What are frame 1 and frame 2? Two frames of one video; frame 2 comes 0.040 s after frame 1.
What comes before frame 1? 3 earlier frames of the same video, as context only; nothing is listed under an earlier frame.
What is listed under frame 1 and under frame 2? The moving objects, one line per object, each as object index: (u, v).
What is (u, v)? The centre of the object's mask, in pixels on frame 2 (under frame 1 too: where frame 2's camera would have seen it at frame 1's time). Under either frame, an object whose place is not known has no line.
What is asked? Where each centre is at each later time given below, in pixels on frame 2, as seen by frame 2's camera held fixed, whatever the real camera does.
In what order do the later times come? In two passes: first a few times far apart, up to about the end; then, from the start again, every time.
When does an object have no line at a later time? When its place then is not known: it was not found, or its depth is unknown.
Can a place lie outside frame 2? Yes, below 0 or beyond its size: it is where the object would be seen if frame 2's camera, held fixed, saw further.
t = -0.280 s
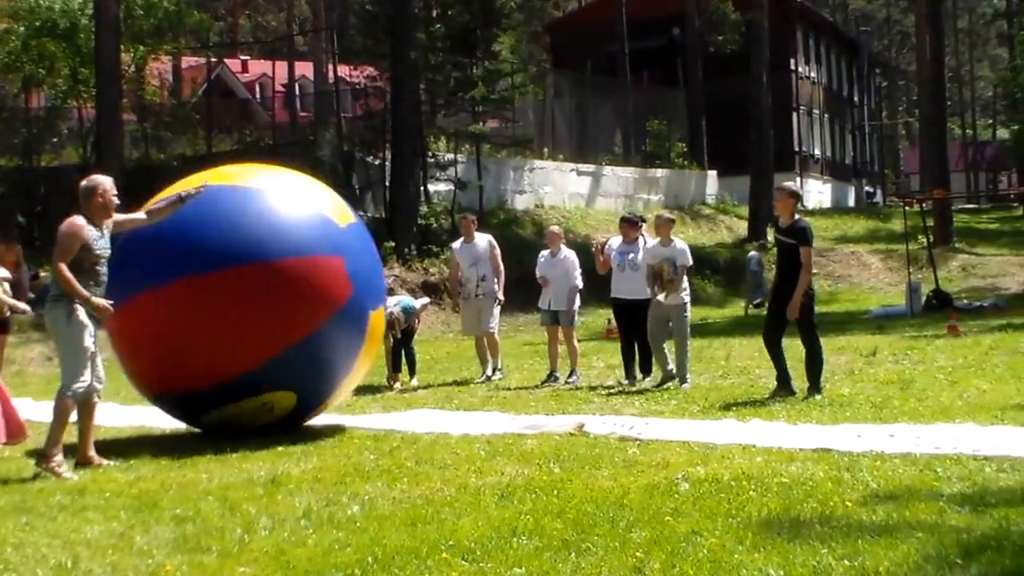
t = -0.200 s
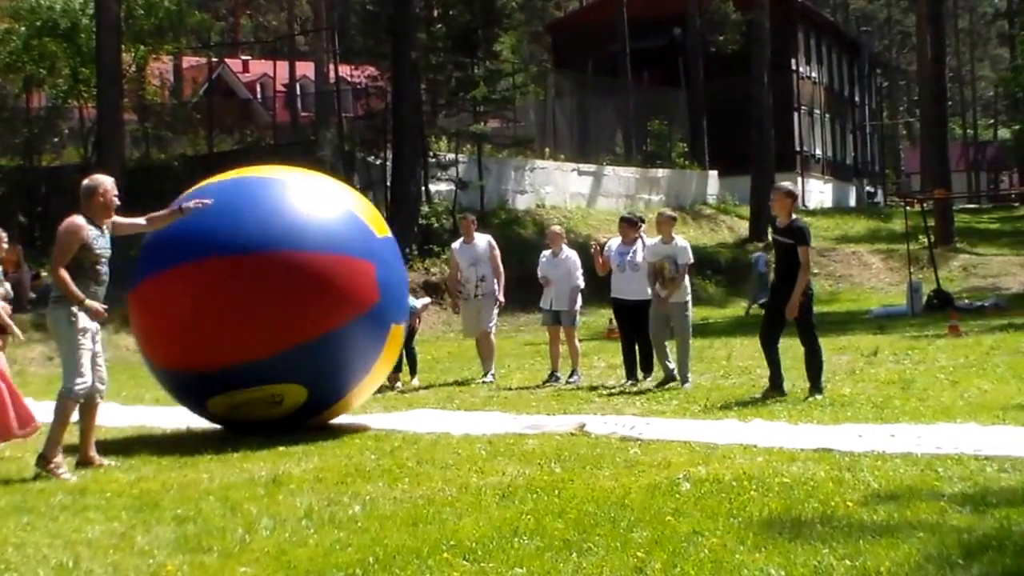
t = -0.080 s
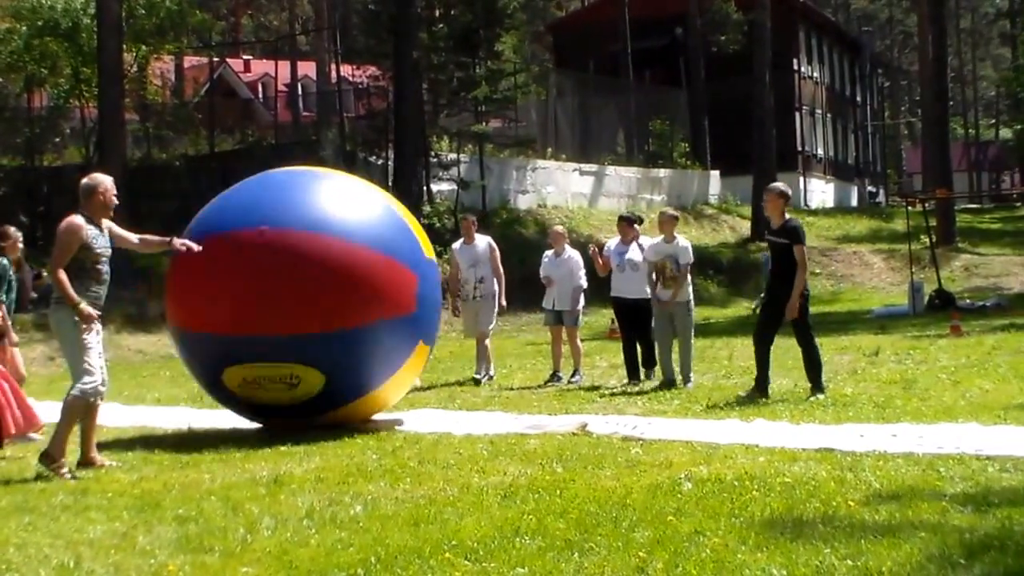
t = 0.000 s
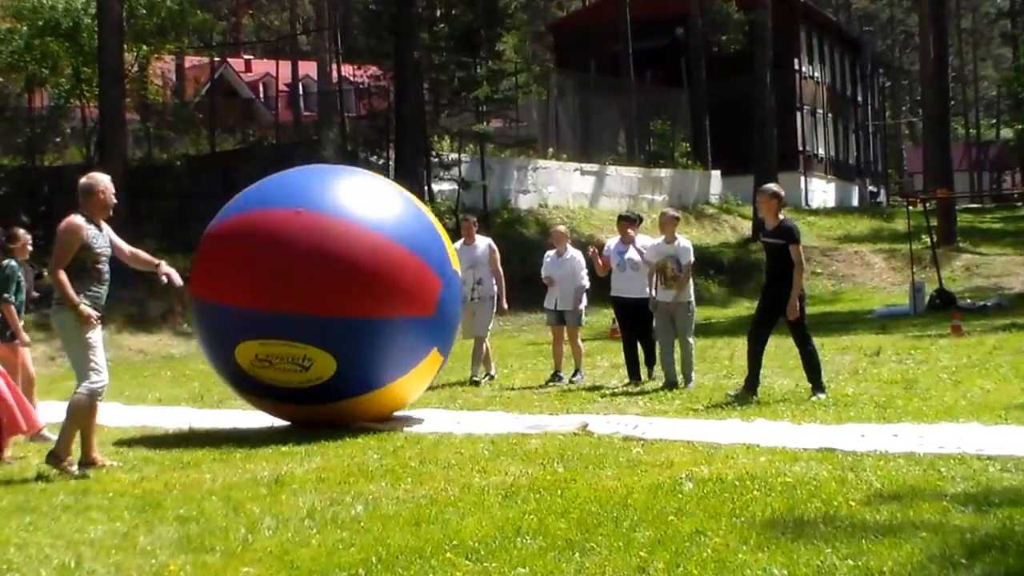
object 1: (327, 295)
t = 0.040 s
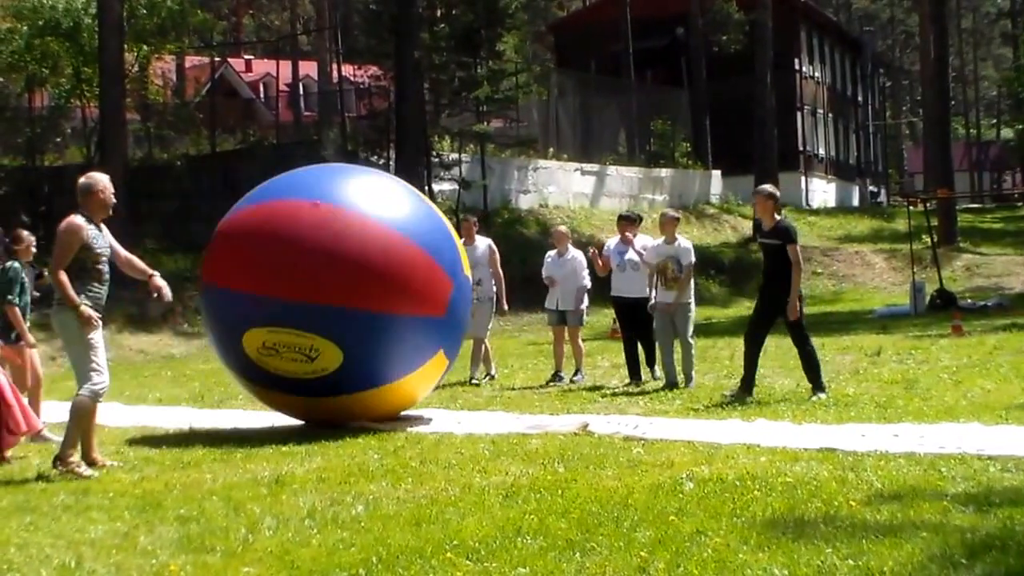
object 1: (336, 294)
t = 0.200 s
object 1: (373, 292)
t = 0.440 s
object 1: (422, 287)
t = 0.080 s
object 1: (346, 292)
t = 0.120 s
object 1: (356, 292)
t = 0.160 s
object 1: (365, 292)
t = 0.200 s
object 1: (373, 292)
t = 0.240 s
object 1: (382, 292)
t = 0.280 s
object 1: (391, 291)
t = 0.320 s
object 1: (399, 290)
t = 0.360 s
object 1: (406, 289)
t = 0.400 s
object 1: (414, 288)
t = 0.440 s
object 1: (422, 287)
